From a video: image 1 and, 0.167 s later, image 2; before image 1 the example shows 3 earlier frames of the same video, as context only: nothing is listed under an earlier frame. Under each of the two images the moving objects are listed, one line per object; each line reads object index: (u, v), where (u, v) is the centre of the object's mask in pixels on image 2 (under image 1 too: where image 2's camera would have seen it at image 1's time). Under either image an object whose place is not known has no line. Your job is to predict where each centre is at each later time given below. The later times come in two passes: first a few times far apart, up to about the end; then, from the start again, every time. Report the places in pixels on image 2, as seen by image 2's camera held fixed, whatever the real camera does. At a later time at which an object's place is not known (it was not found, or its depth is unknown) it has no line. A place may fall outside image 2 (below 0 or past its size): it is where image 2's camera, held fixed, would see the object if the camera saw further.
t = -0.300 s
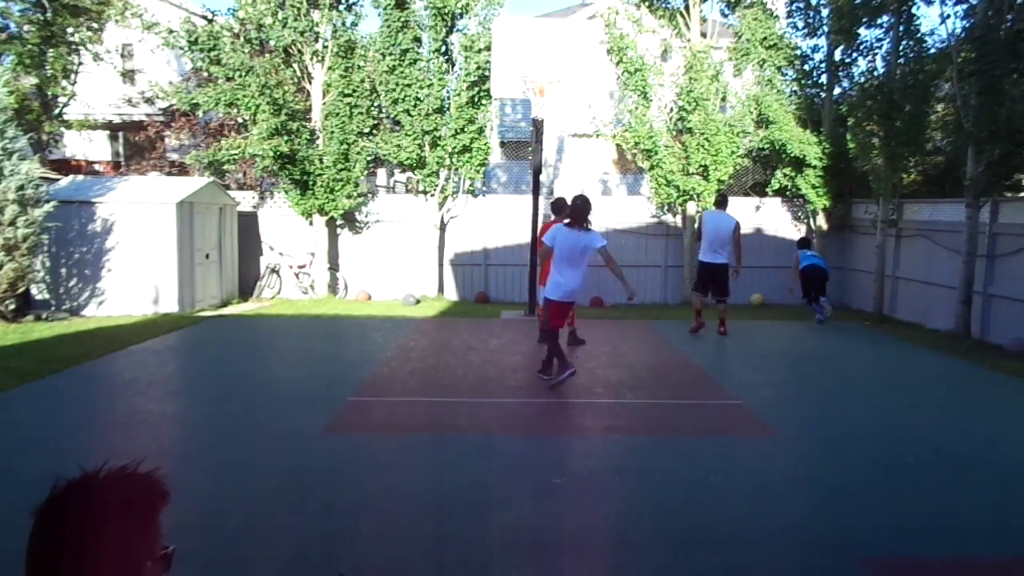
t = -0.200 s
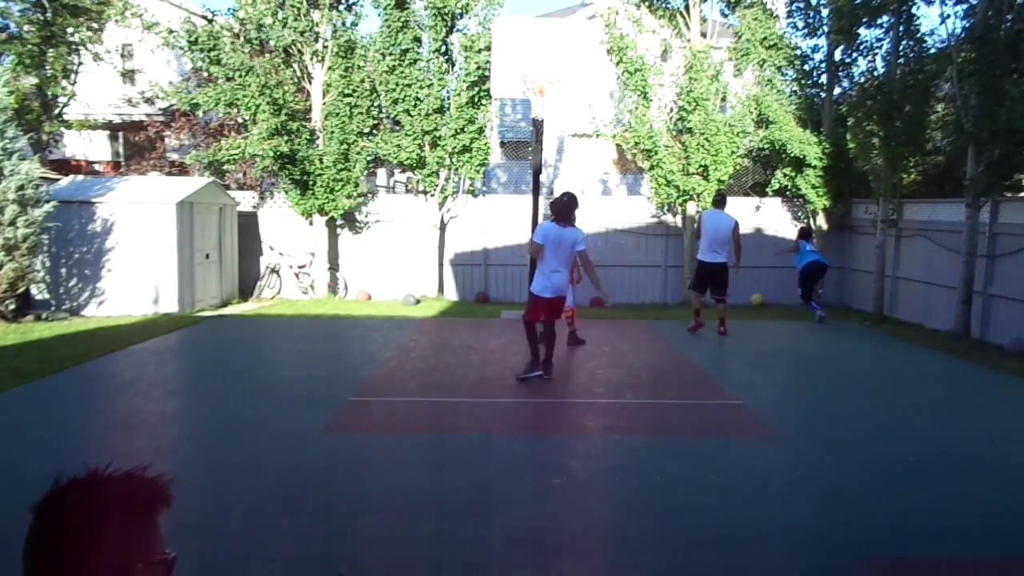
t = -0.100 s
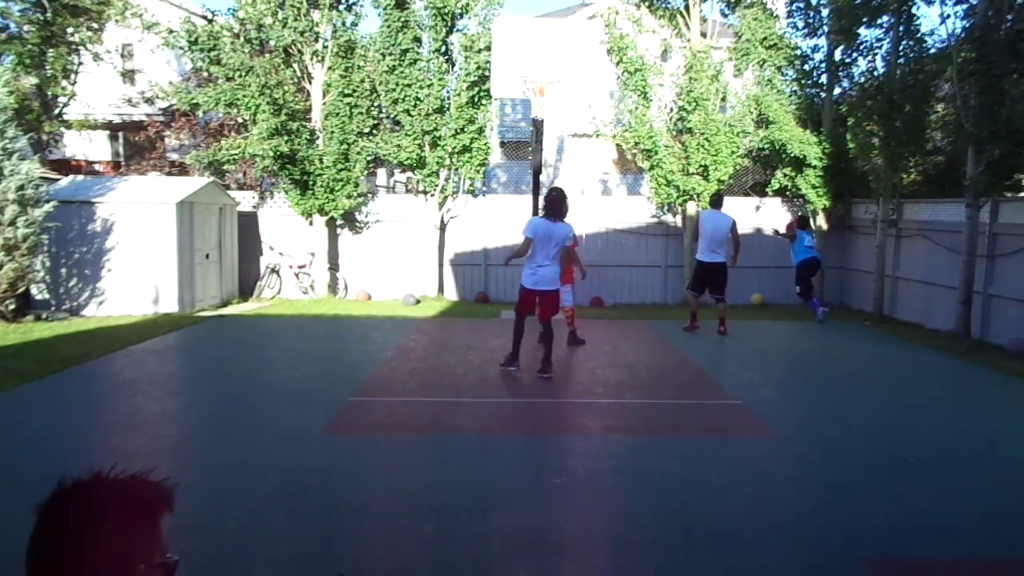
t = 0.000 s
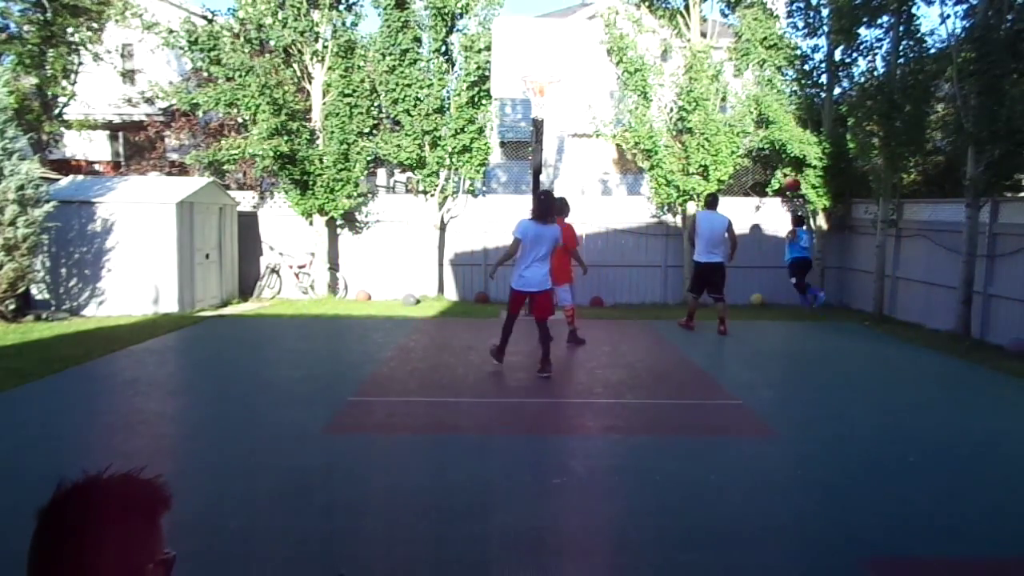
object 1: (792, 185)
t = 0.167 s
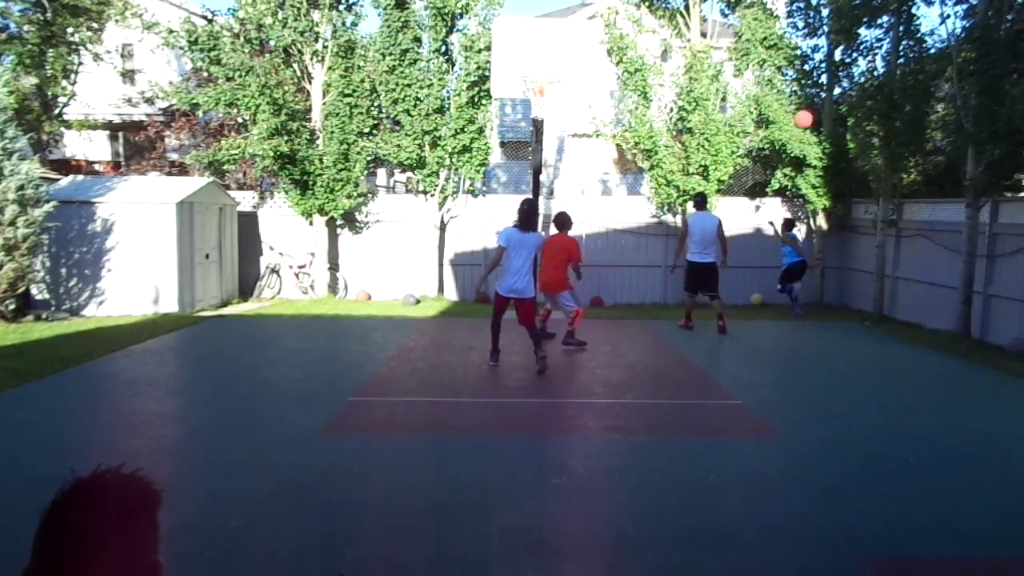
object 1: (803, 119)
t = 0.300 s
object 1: (811, 77)
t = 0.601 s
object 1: (831, 15)
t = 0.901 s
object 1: (851, 27)
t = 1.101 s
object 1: (865, 95)
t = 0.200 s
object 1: (806, 108)
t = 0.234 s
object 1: (808, 97)
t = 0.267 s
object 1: (810, 86)
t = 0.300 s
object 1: (811, 77)
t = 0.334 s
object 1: (814, 67)
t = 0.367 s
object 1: (816, 58)
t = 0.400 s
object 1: (818, 49)
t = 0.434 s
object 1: (820, 42)
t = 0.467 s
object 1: (822, 35)
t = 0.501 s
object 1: (824, 28)
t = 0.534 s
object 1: (827, 23)
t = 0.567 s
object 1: (829, 19)
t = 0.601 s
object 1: (831, 15)
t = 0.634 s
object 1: (833, 12)
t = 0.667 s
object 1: (835, 10)
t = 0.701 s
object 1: (838, 10)
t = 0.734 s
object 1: (840, 10)
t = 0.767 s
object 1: (842, 11)
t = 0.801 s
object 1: (844, 13)
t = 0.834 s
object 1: (847, 16)
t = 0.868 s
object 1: (849, 21)
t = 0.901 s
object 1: (851, 27)
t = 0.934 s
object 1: (853, 34)
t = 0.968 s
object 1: (855, 43)
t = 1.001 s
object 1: (857, 54)
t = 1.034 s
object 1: (860, 66)
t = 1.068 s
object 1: (862, 79)
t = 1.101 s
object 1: (865, 95)
